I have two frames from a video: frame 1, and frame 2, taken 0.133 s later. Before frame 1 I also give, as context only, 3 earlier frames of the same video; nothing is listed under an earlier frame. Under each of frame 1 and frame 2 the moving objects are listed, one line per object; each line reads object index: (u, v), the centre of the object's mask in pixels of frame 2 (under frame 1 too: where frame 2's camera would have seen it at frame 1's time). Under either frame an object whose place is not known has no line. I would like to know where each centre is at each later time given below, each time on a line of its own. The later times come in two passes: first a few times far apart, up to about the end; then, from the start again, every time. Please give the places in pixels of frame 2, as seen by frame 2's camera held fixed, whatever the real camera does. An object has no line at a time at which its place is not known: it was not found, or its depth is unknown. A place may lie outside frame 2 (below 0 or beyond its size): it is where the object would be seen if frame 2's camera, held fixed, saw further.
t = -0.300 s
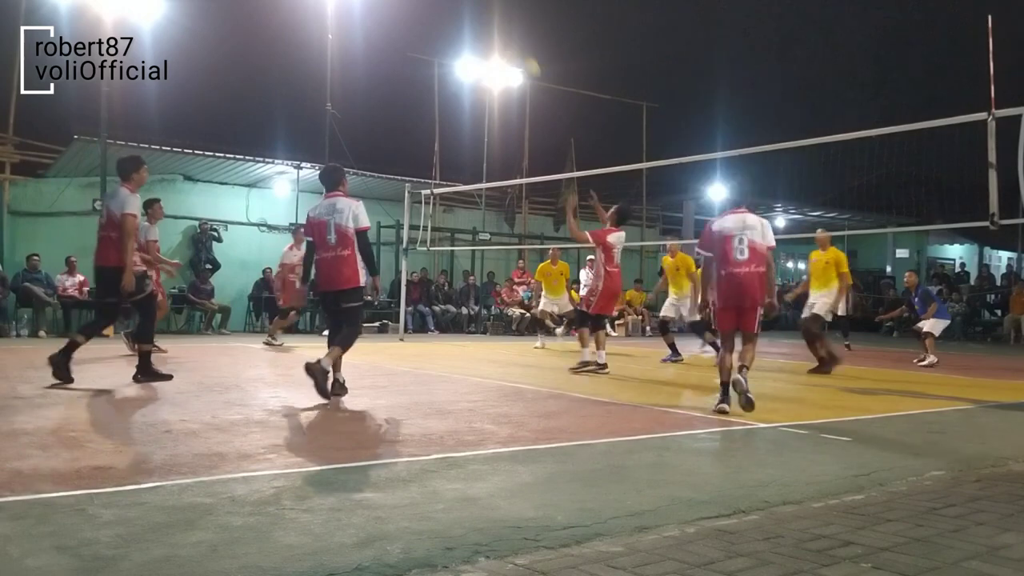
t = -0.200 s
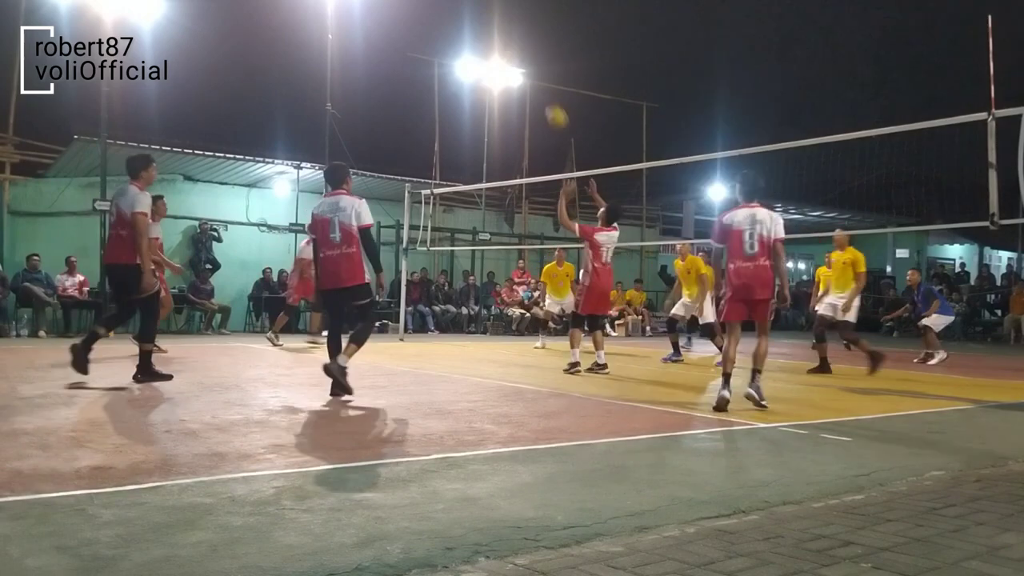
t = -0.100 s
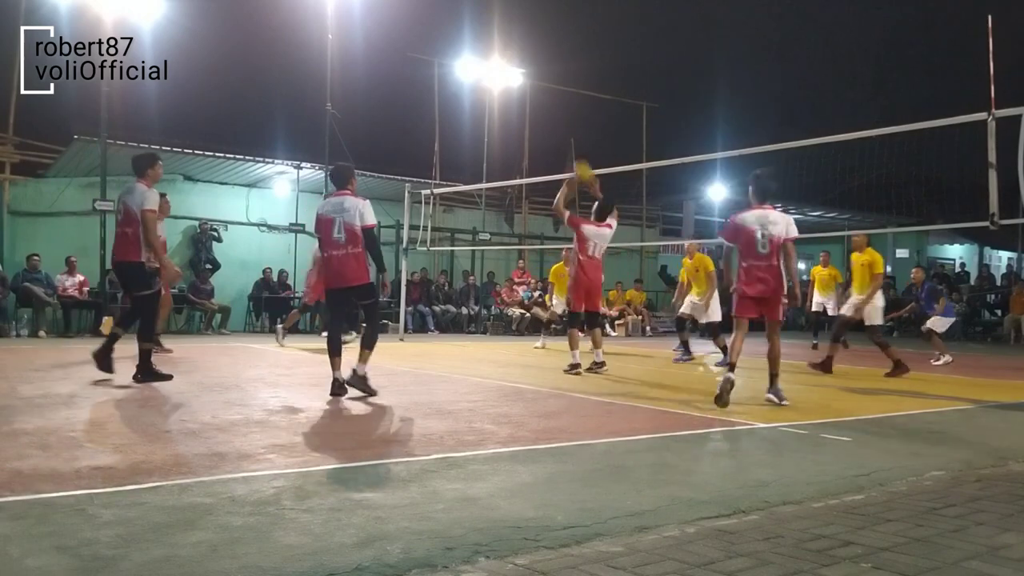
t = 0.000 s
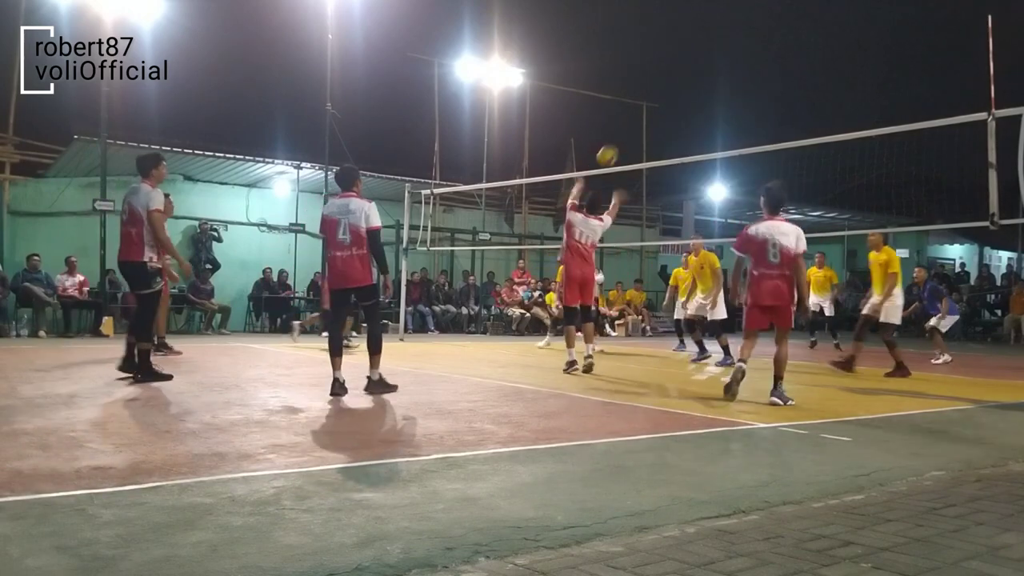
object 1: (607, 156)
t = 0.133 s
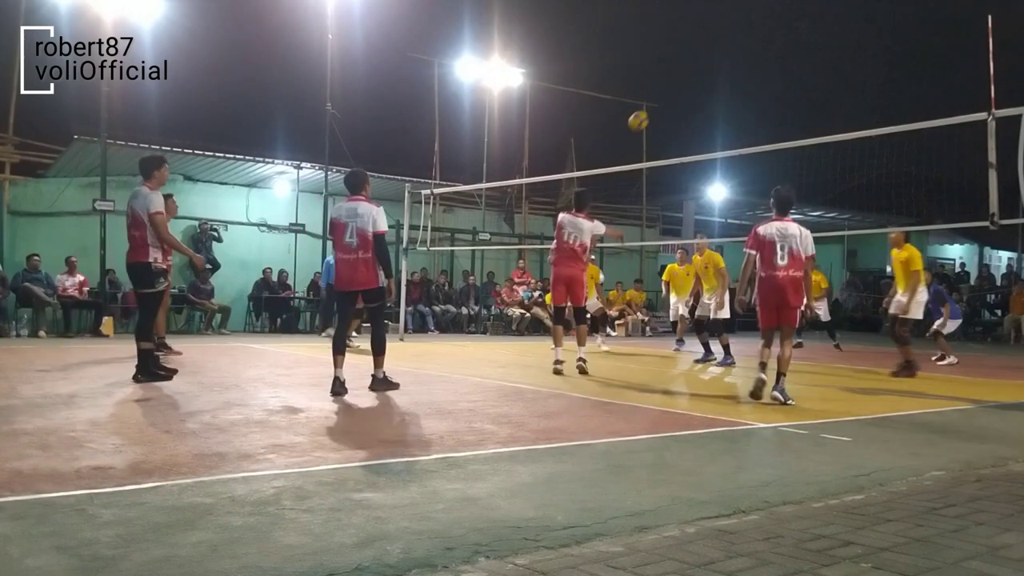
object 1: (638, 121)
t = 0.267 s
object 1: (663, 103)
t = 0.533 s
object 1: (698, 110)
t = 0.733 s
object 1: (715, 140)
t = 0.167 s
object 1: (645, 115)
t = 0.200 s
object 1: (651, 111)
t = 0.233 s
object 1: (657, 107)
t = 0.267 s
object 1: (663, 103)
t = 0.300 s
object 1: (668, 102)
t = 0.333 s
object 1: (673, 101)
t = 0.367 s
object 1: (678, 101)
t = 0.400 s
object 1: (682, 101)
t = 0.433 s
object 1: (687, 102)
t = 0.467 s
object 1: (690, 104)
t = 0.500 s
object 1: (694, 107)
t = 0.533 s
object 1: (698, 110)
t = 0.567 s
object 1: (701, 114)
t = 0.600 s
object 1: (705, 118)
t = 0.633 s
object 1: (708, 123)
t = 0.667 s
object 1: (710, 128)
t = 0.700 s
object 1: (713, 134)
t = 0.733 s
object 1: (715, 140)
